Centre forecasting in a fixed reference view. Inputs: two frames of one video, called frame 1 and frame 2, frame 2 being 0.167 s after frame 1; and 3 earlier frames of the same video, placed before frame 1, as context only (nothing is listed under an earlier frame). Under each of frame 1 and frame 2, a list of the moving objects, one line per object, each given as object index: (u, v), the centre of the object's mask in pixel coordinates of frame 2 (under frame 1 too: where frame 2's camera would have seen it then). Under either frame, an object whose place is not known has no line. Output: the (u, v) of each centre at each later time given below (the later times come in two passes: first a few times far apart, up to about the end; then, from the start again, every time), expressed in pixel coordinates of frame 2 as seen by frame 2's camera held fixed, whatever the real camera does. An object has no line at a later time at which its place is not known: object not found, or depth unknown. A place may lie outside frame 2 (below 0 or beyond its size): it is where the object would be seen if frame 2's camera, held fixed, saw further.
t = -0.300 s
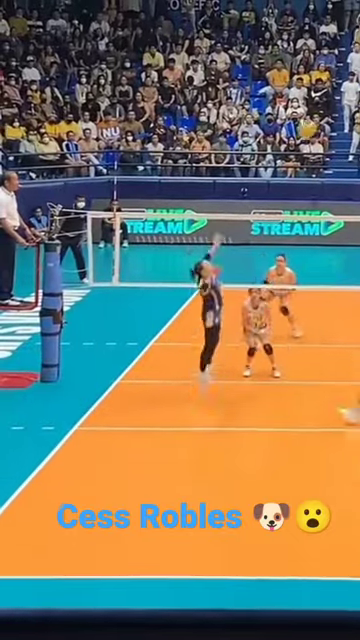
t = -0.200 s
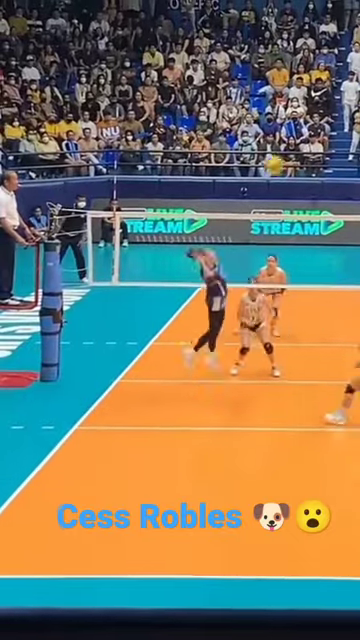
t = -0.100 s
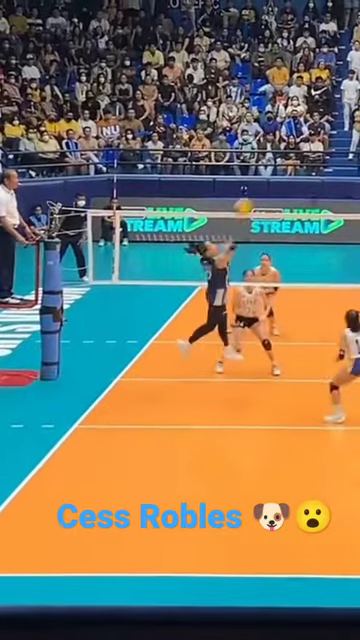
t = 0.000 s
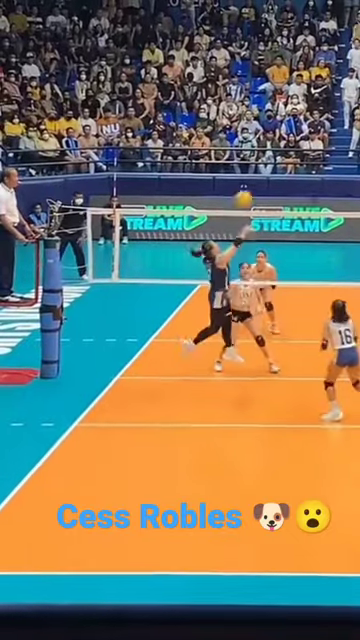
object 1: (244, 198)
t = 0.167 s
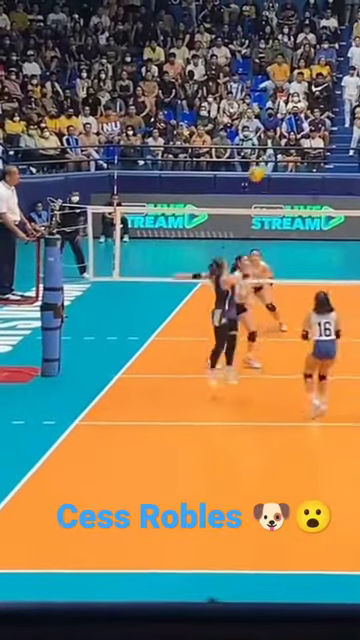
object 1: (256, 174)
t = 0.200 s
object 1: (258, 172)
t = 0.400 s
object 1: (263, 180)
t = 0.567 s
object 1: (266, 203)
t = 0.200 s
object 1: (258, 172)
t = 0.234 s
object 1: (260, 172)
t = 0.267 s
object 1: (260, 172)
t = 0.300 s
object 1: (262, 173)
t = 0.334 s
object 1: (263, 174)
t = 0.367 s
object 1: (263, 177)
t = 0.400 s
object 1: (263, 180)
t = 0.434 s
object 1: (264, 184)
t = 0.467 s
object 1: (265, 188)
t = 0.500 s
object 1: (266, 194)
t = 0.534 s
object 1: (266, 200)
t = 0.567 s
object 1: (266, 203)
